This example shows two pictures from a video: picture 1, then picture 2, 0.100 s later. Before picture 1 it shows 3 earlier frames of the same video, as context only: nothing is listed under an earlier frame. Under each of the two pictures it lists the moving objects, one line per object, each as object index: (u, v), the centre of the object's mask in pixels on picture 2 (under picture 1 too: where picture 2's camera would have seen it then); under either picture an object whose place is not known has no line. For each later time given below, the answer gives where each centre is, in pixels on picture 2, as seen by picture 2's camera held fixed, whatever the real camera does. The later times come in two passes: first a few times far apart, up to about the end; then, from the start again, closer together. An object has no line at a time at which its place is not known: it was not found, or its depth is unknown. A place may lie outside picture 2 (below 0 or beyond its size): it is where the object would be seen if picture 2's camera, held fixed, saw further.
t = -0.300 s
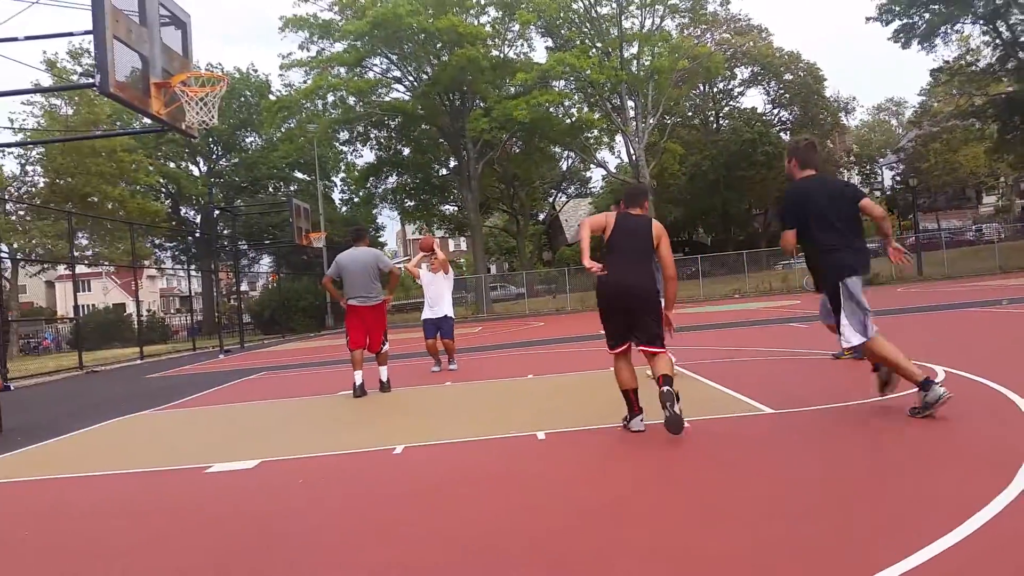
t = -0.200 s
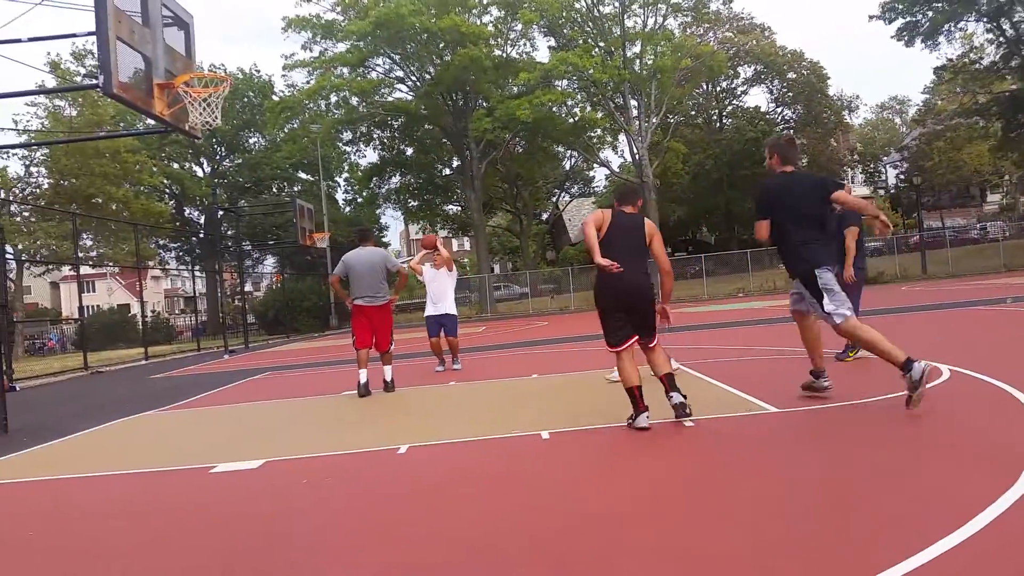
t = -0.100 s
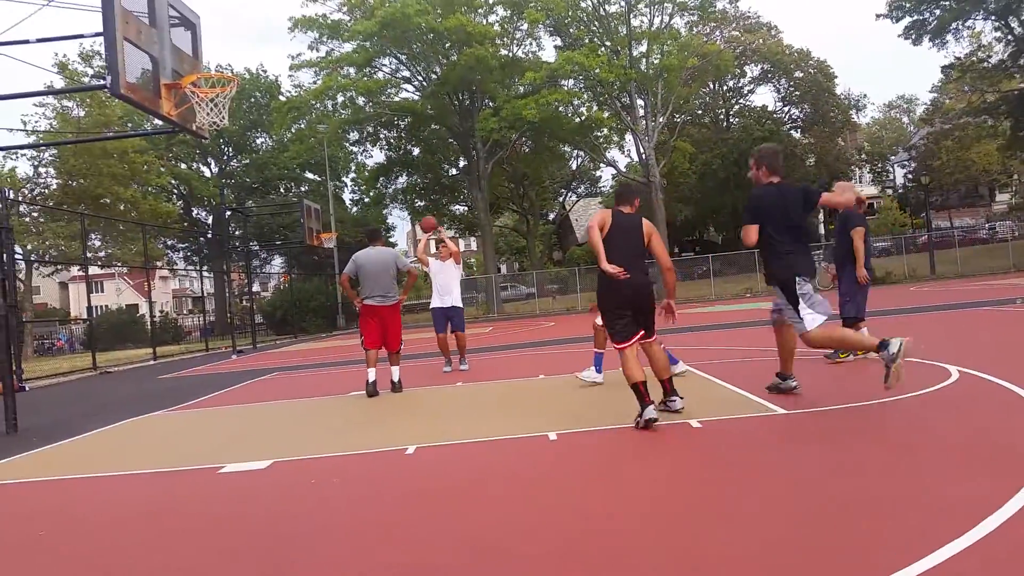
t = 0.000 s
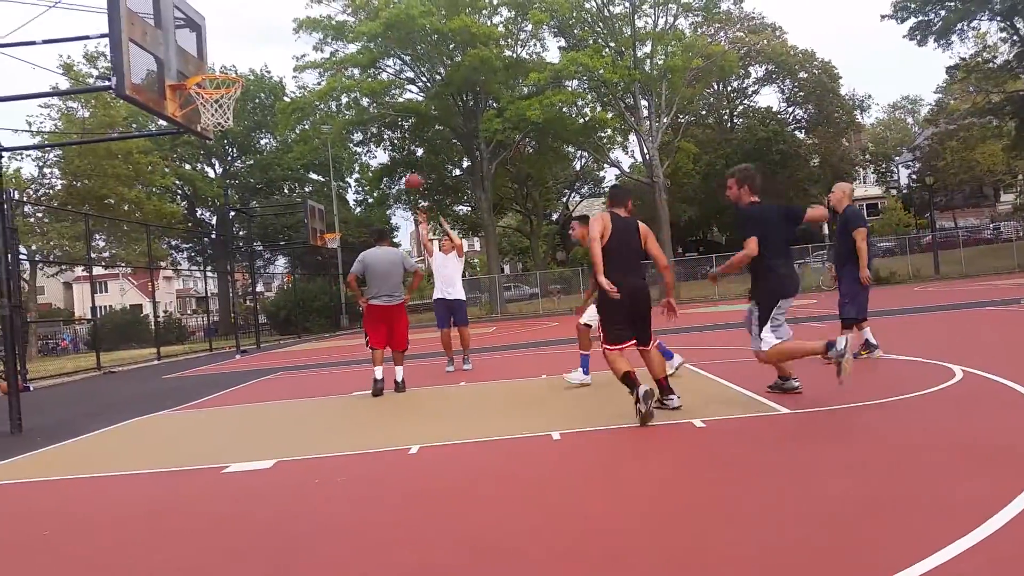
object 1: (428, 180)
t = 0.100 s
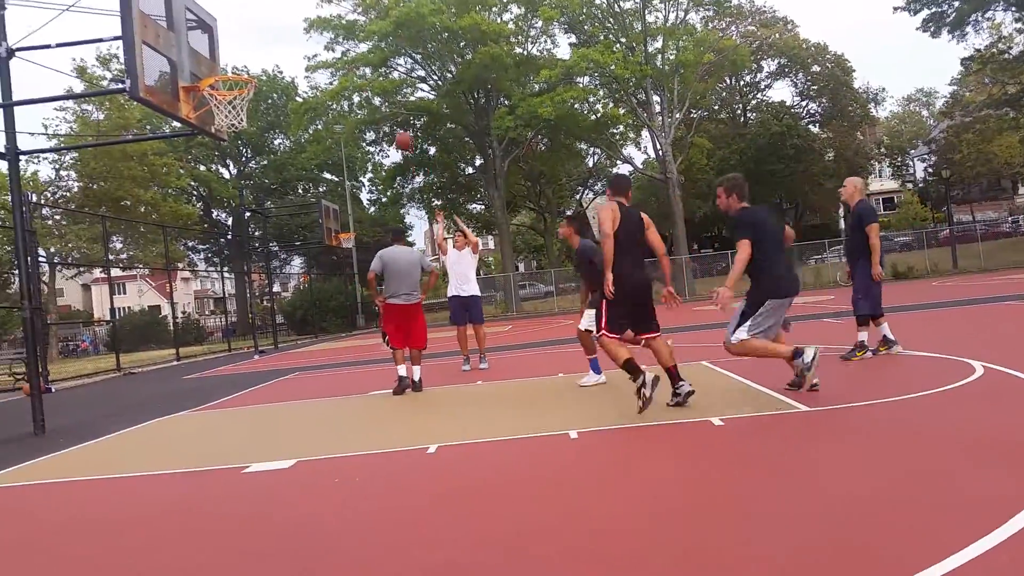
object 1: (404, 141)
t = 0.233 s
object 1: (374, 95)
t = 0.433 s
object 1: (326, 45)
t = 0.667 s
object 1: (261, 23)
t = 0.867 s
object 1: (203, 47)
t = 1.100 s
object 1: (258, 59)
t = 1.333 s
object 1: (347, 78)
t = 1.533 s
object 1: (423, 137)
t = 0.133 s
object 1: (397, 128)
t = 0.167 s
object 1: (389, 117)
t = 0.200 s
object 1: (382, 105)
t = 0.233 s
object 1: (374, 95)
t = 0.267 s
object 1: (364, 85)
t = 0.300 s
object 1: (358, 76)
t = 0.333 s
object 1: (351, 66)
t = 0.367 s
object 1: (343, 59)
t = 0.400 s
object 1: (335, 52)
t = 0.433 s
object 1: (326, 45)
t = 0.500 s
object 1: (310, 33)
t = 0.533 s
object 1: (300, 30)
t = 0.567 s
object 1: (289, 26)
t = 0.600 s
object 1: (279, 25)
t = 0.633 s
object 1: (269, 23)
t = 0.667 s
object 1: (261, 23)
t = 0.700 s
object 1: (252, 24)
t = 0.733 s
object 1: (242, 26)
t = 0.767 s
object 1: (231, 30)
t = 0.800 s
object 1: (220, 33)
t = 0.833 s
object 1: (210, 40)
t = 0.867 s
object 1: (203, 47)
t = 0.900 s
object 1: (204, 52)
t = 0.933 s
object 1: (207, 58)
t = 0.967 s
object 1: (209, 65)
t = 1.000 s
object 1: (217, 67)
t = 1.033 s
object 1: (230, 64)
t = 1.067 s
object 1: (244, 61)
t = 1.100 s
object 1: (258, 59)
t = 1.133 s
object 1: (271, 58)
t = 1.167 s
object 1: (284, 58)
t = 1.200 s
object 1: (297, 60)
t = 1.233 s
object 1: (310, 63)
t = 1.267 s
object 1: (323, 67)
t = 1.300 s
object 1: (334, 72)
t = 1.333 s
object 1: (347, 78)
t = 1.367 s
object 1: (360, 85)
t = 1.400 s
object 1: (373, 93)
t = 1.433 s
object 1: (386, 103)
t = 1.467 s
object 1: (398, 114)
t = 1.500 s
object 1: (411, 124)
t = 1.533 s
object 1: (423, 137)
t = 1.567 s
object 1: (436, 150)
